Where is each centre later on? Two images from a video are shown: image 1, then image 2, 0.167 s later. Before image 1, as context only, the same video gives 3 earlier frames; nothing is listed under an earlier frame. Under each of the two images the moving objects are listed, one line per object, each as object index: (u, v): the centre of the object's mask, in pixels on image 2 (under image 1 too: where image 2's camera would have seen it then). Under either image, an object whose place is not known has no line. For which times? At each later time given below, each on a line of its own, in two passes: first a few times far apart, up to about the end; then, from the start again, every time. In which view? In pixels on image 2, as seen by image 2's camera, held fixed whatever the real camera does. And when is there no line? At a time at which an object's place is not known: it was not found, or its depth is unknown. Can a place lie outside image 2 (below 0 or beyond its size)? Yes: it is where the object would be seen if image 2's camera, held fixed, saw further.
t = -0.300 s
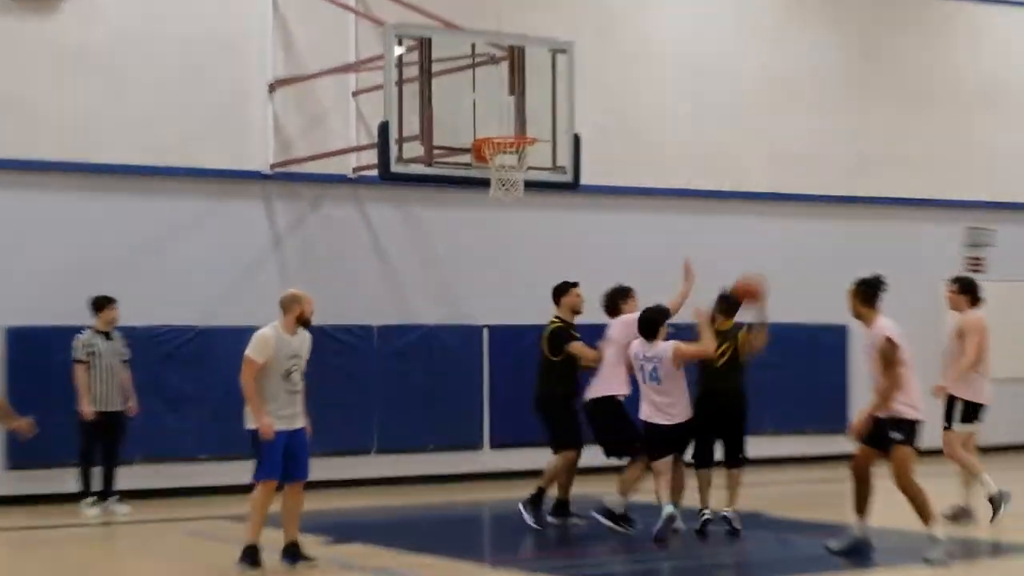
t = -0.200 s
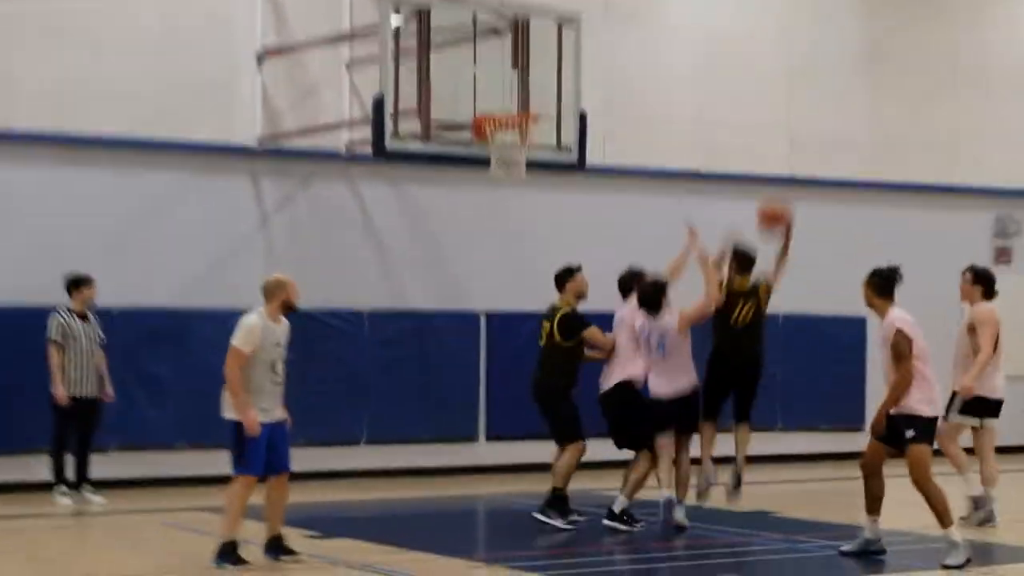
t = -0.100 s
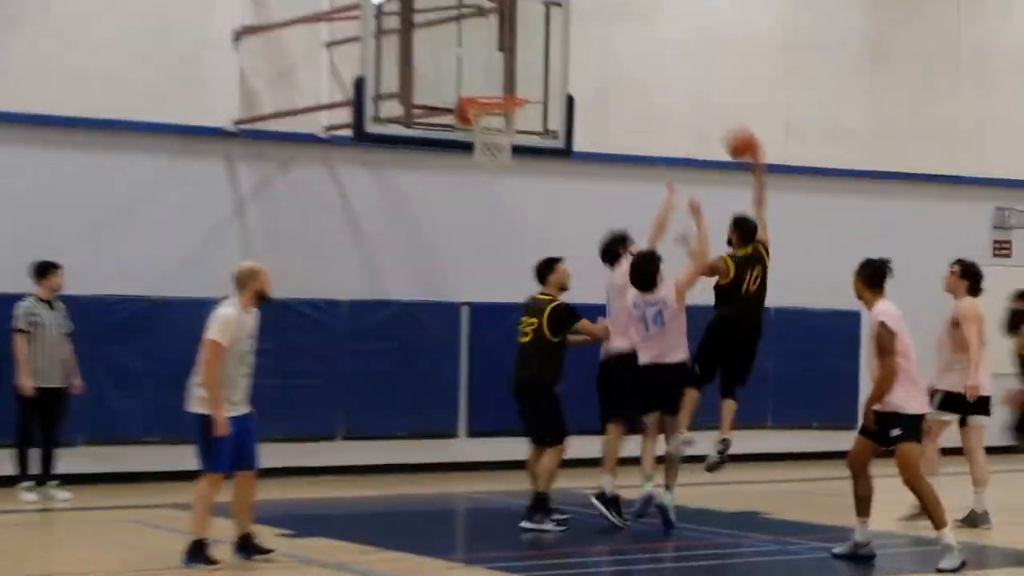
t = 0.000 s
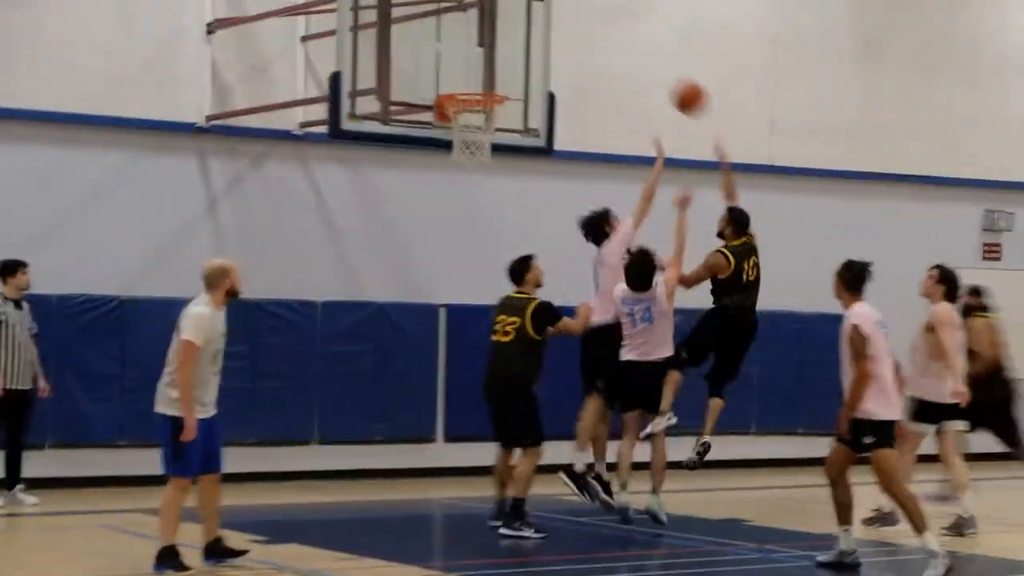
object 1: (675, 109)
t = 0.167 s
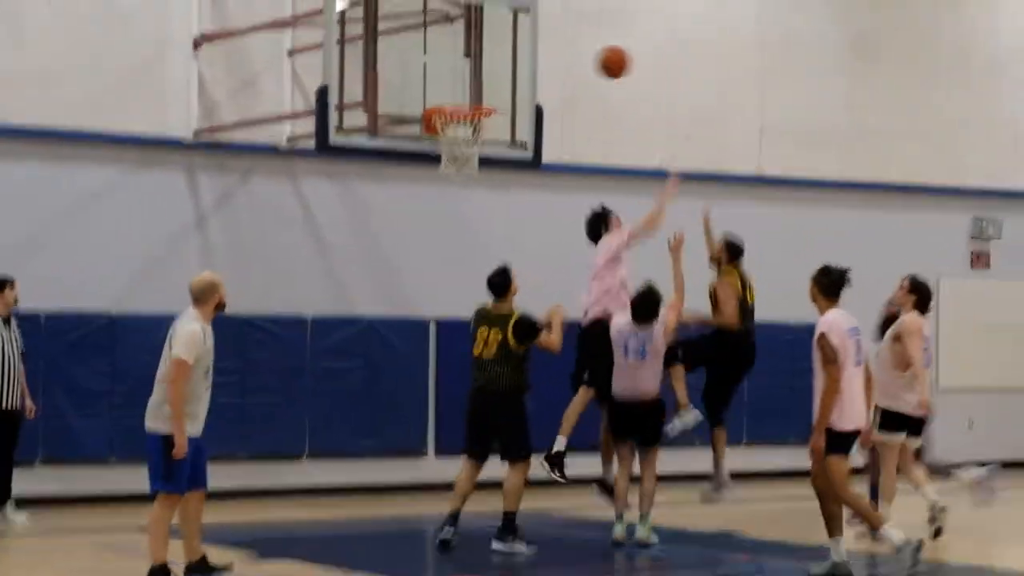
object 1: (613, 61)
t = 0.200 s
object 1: (601, 55)
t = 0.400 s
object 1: (527, 62)
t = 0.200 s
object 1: (601, 55)
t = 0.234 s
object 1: (589, 54)
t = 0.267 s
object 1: (576, 52)
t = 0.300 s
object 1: (564, 52)
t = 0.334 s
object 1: (553, 54)
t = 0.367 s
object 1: (540, 57)
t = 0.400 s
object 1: (527, 62)
